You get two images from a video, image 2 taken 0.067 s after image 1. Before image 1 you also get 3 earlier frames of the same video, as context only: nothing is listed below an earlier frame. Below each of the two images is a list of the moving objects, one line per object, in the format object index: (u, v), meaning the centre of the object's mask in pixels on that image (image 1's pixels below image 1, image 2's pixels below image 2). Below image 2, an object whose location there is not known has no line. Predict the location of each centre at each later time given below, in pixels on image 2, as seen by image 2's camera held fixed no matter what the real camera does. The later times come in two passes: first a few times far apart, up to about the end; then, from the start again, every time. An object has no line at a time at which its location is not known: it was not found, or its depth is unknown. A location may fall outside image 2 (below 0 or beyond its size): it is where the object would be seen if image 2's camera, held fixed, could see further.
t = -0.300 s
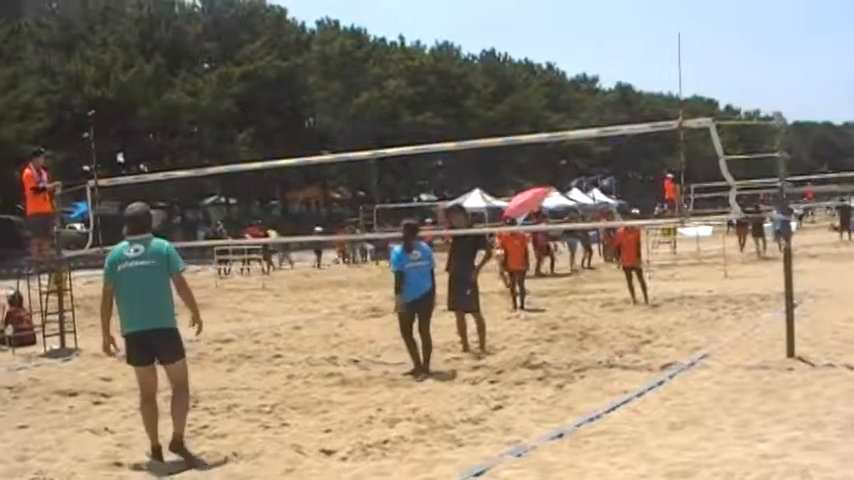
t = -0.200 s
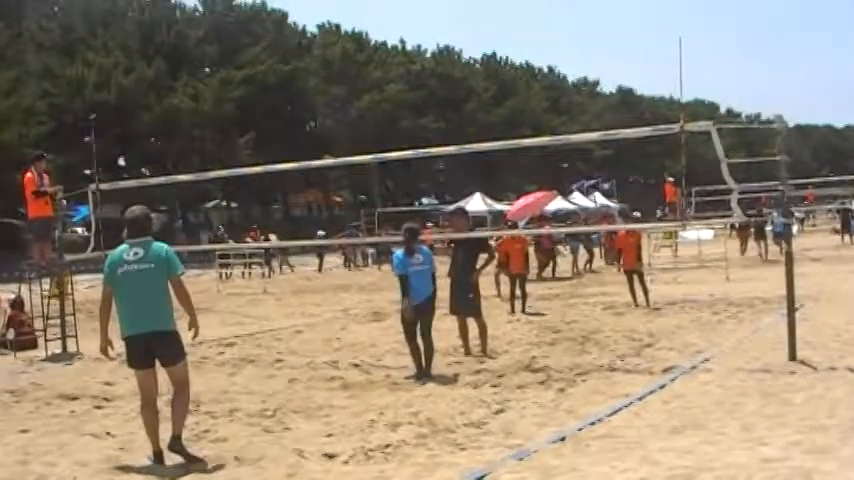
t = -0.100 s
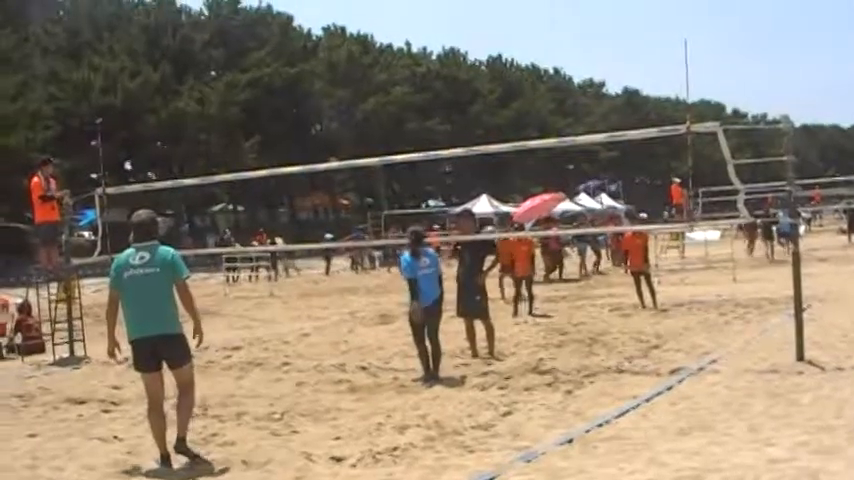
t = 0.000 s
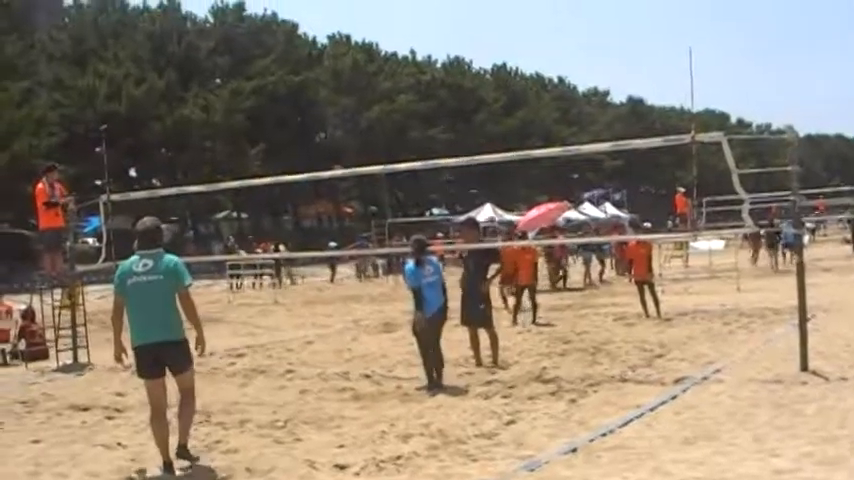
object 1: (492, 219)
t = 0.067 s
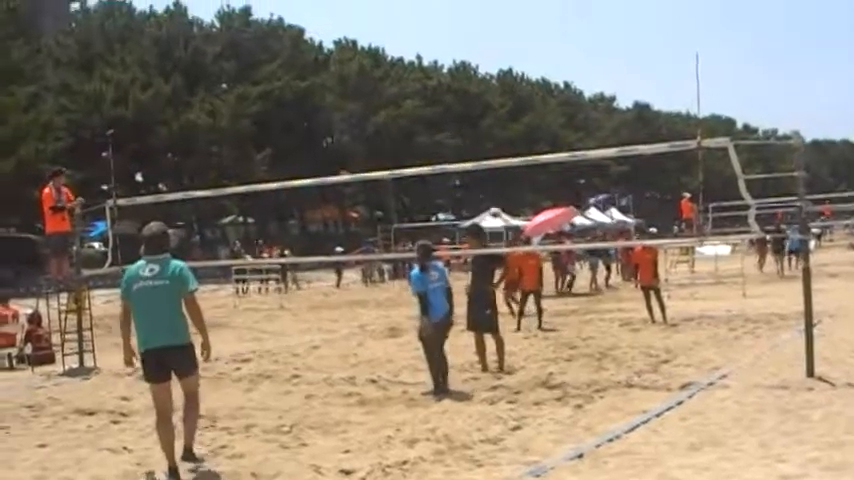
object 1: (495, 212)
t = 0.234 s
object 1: (491, 194)
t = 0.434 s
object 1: (486, 190)
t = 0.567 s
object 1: (482, 198)
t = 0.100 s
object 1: (494, 207)
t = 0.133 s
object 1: (493, 203)
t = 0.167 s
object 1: (492, 200)
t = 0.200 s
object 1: (491, 196)
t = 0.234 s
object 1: (491, 194)
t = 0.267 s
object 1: (490, 191)
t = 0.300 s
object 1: (489, 190)
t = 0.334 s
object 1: (488, 190)
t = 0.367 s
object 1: (487, 189)
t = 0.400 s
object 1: (487, 190)
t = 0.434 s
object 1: (486, 190)
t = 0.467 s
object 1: (485, 191)
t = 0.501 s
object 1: (484, 193)
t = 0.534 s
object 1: (483, 196)
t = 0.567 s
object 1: (482, 198)
